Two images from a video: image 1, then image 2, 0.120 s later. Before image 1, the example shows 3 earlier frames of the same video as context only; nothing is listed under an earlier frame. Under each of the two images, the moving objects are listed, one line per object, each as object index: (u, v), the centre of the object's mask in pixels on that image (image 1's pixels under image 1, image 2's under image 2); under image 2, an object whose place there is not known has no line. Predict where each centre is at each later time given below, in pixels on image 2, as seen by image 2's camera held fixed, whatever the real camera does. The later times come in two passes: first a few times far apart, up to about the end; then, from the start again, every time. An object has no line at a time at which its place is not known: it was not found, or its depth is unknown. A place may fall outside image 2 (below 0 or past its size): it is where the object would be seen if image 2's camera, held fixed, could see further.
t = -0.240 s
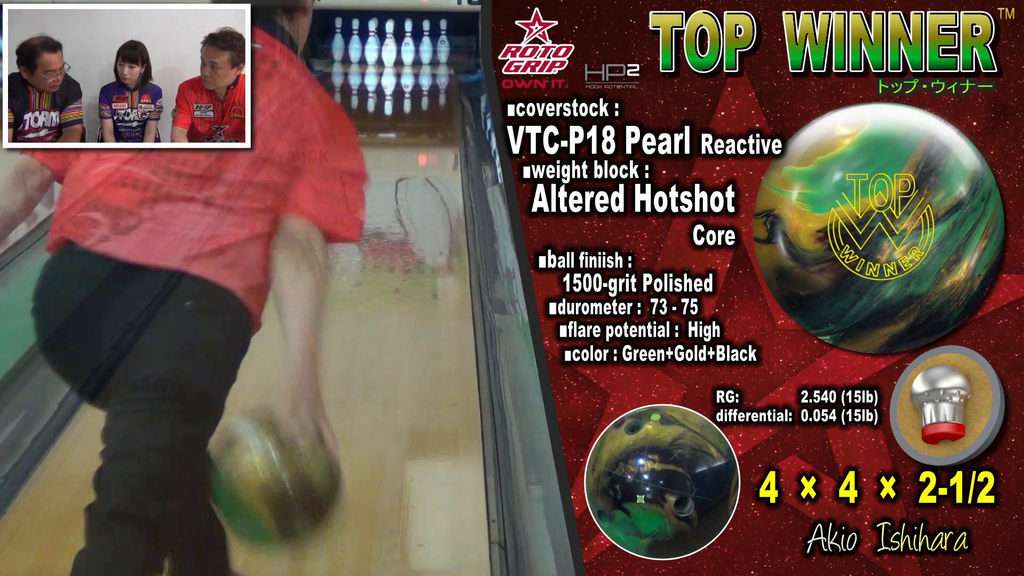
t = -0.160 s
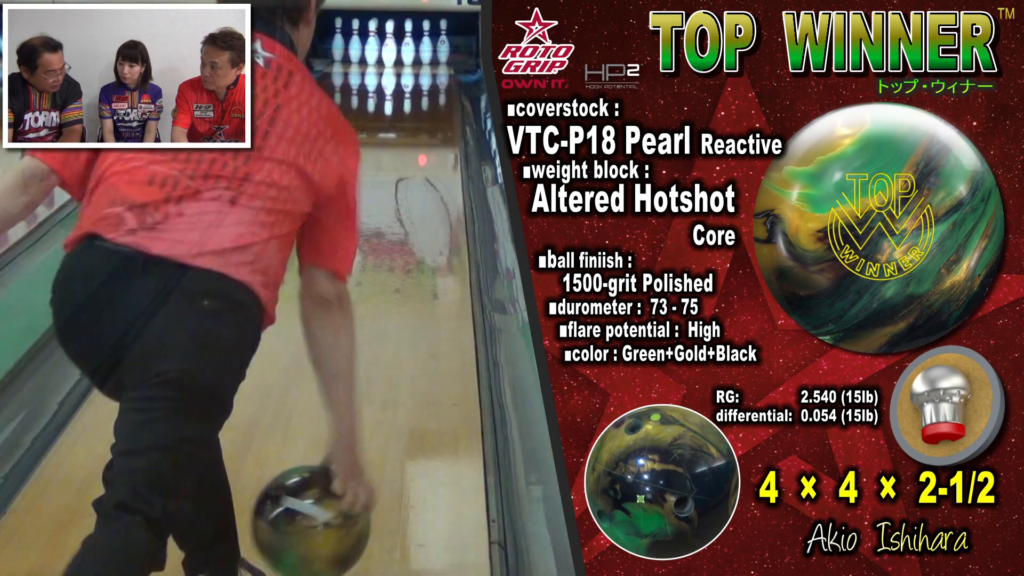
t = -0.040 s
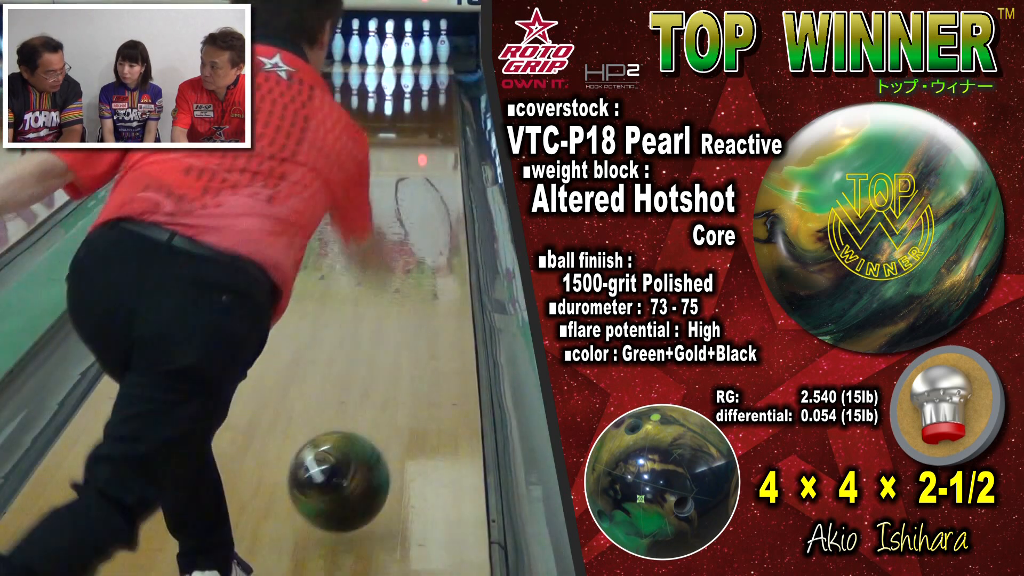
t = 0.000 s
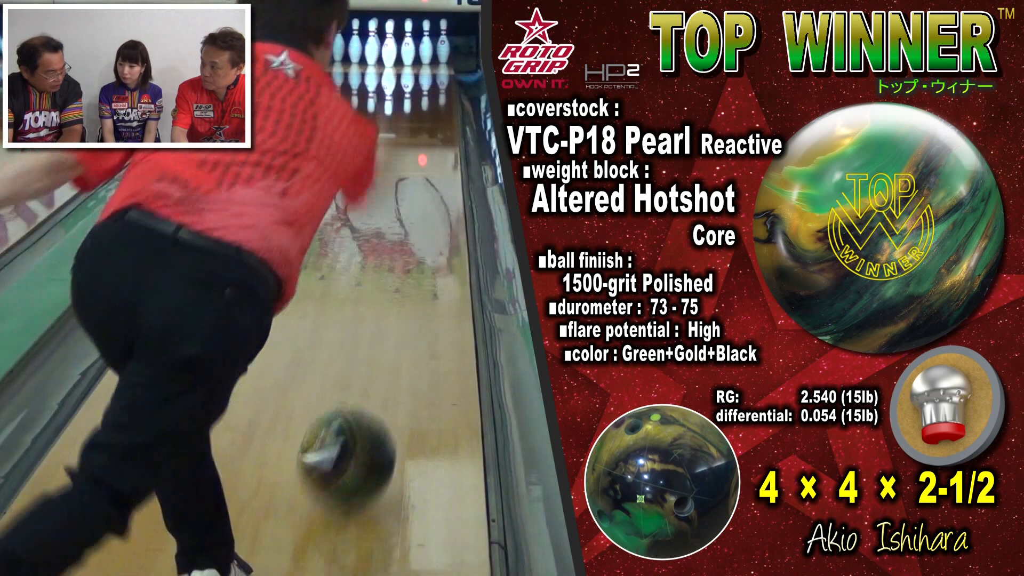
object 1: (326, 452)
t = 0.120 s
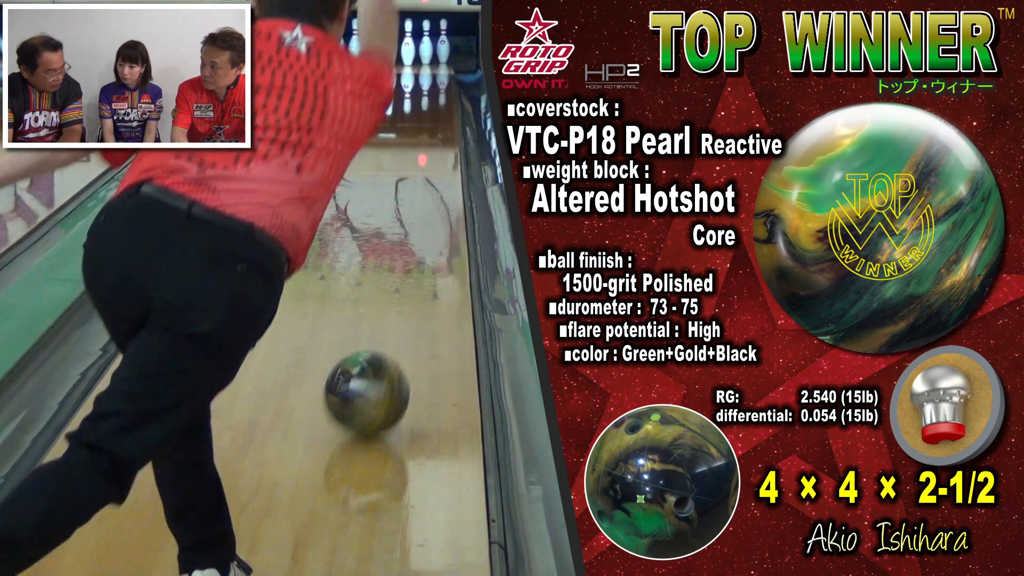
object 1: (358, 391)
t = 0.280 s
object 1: (372, 323)
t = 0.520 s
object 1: (395, 256)
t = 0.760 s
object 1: (422, 192)
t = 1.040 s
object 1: (418, 165)
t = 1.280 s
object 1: (424, 135)
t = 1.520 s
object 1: (426, 113)
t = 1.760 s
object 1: (426, 96)
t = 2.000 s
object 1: (423, 82)
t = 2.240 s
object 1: (420, 70)
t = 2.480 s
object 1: (409, 61)
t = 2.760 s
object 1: (401, 53)
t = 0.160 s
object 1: (358, 375)
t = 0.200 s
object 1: (360, 357)
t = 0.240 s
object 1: (368, 342)
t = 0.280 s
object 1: (372, 323)
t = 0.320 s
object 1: (375, 310)
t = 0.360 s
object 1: (385, 300)
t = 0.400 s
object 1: (387, 286)
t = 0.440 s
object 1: (389, 277)
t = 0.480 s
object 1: (392, 269)
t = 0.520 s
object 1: (395, 256)
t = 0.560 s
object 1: (398, 248)
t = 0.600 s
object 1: (398, 238)
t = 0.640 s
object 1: (404, 230)
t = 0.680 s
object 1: (404, 219)
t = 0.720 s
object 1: (406, 214)
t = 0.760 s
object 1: (422, 192)
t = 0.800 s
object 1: (418, 198)
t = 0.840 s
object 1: (416, 193)
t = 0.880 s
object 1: (418, 187)
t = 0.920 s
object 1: (417, 180)
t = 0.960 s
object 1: (417, 175)
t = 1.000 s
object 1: (417, 169)
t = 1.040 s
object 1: (418, 165)
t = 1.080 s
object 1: (418, 159)
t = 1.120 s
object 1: (421, 155)
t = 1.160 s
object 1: (422, 149)
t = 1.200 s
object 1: (420, 144)
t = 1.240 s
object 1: (423, 139)
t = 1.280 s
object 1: (424, 135)
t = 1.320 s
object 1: (423, 131)
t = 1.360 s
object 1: (425, 128)
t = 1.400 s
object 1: (425, 125)
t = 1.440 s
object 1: (426, 121)
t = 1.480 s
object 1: (426, 118)
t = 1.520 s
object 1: (426, 113)
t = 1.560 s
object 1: (427, 112)
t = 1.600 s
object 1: (426, 108)
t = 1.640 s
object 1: (426, 107)
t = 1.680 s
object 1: (427, 102)
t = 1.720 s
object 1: (428, 99)
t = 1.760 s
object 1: (426, 96)
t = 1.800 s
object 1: (427, 95)
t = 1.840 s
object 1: (432, 93)
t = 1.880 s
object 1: (425, 90)
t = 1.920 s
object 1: (428, 88)
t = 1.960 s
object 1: (428, 85)
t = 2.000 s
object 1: (423, 82)
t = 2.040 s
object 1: (425, 82)
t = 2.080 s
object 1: (427, 78)
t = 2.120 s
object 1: (424, 76)
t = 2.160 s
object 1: (427, 74)
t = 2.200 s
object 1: (420, 73)
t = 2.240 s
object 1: (420, 70)
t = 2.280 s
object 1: (420, 69)
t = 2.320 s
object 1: (418, 67)
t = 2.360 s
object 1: (416, 66)
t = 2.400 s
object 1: (414, 64)
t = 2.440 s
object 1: (411, 63)
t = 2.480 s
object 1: (409, 61)
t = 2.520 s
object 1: (408, 60)
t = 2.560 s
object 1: (405, 59)
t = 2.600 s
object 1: (402, 57)
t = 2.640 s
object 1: (401, 56)
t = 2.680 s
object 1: (401, 55)
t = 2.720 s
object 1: (401, 54)
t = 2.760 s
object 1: (401, 53)
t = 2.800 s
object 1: (400, 53)
